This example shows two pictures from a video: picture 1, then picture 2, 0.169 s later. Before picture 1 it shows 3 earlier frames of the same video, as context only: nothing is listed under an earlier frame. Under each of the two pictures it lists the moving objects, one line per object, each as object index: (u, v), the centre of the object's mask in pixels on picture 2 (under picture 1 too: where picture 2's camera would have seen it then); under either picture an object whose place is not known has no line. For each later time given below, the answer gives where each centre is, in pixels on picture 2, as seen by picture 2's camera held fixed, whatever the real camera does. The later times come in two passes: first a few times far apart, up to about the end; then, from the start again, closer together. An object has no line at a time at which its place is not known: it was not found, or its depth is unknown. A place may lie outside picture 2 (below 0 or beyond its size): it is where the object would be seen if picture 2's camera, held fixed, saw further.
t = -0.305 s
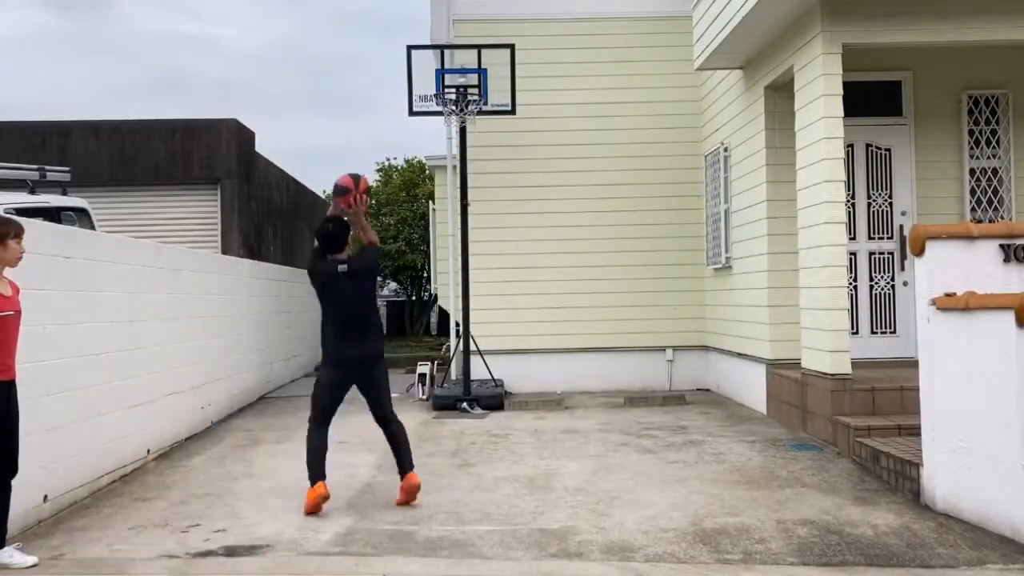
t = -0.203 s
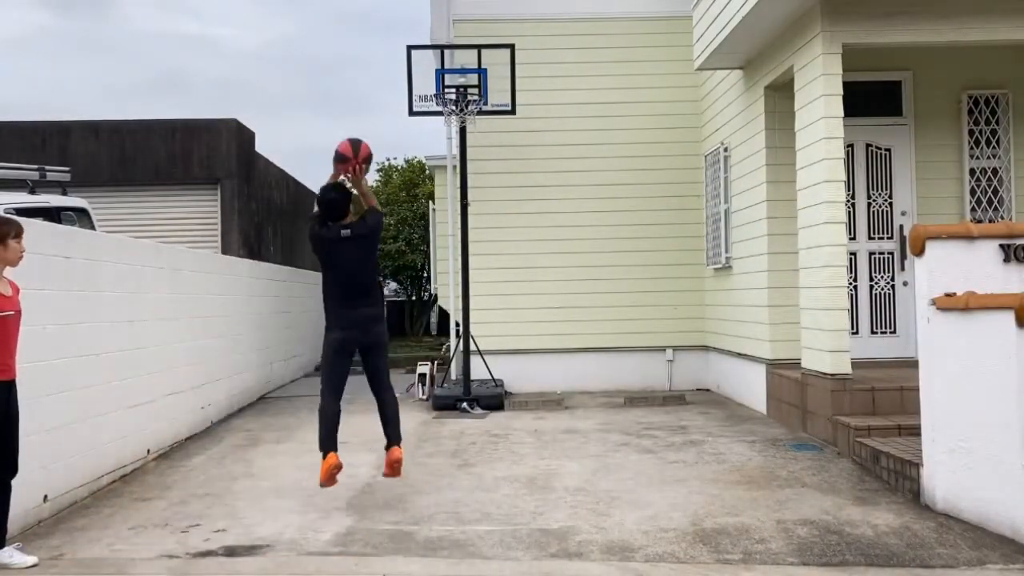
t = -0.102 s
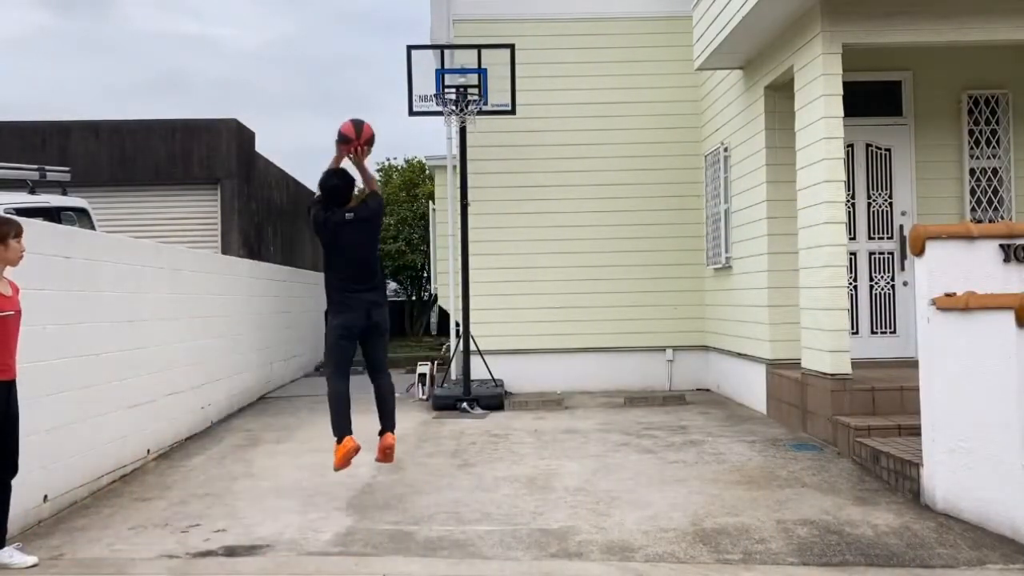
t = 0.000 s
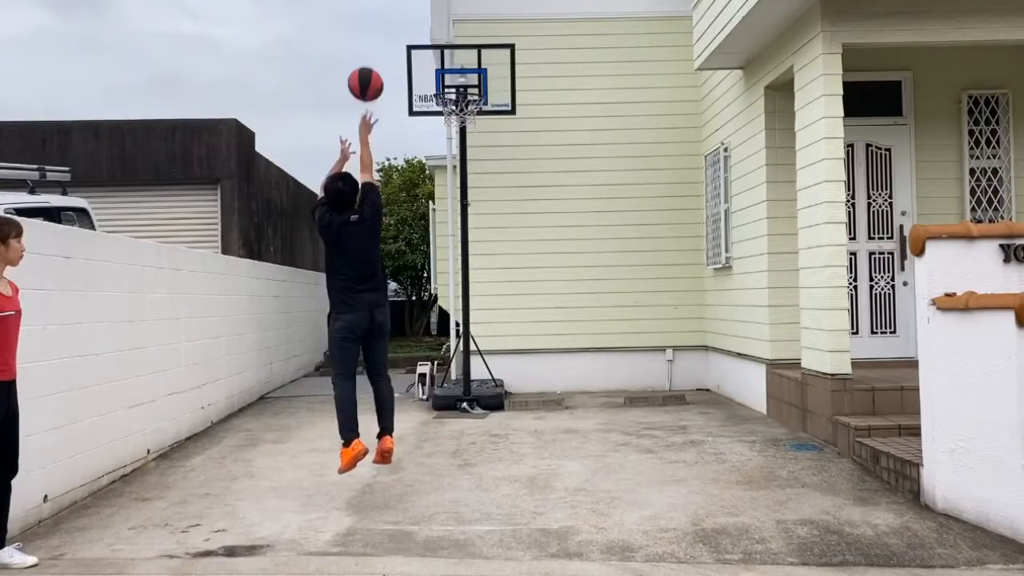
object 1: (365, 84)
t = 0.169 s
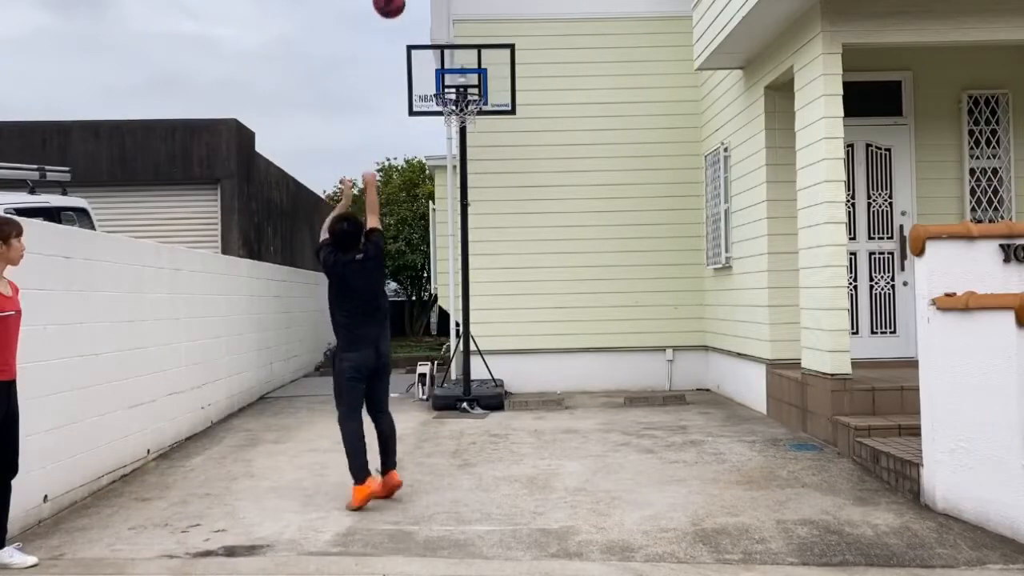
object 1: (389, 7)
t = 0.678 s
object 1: (442, 14)
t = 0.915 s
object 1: (462, 104)
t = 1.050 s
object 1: (462, 155)
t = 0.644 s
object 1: (439, 8)
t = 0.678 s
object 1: (442, 14)
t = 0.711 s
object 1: (445, 24)
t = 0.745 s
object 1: (448, 35)
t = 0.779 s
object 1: (451, 48)
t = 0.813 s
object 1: (453, 61)
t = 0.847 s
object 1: (456, 76)
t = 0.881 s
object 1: (458, 89)
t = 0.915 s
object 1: (462, 104)
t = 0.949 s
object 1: (462, 115)
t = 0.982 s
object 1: (461, 127)
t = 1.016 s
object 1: (462, 140)
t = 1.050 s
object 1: (462, 155)
